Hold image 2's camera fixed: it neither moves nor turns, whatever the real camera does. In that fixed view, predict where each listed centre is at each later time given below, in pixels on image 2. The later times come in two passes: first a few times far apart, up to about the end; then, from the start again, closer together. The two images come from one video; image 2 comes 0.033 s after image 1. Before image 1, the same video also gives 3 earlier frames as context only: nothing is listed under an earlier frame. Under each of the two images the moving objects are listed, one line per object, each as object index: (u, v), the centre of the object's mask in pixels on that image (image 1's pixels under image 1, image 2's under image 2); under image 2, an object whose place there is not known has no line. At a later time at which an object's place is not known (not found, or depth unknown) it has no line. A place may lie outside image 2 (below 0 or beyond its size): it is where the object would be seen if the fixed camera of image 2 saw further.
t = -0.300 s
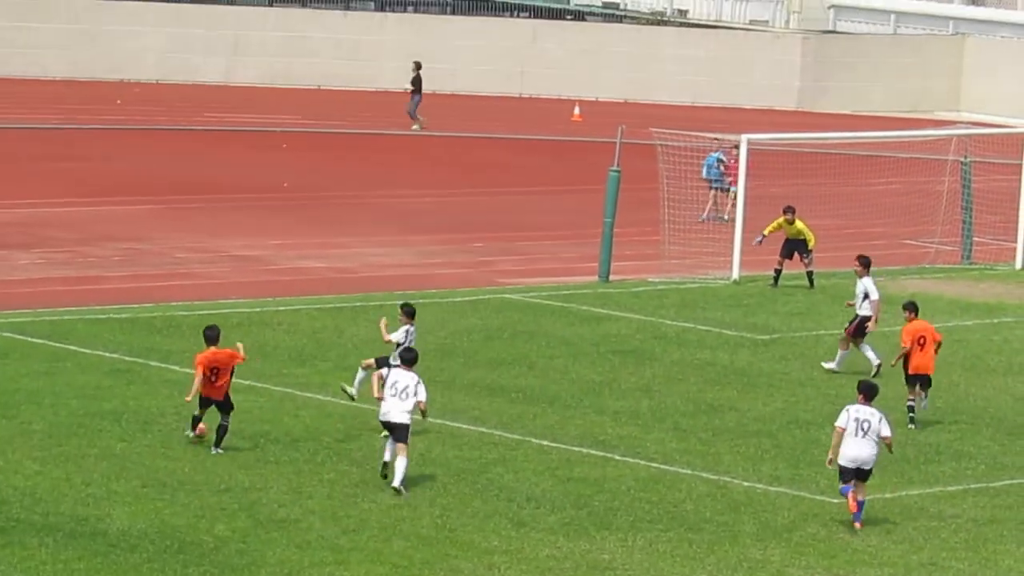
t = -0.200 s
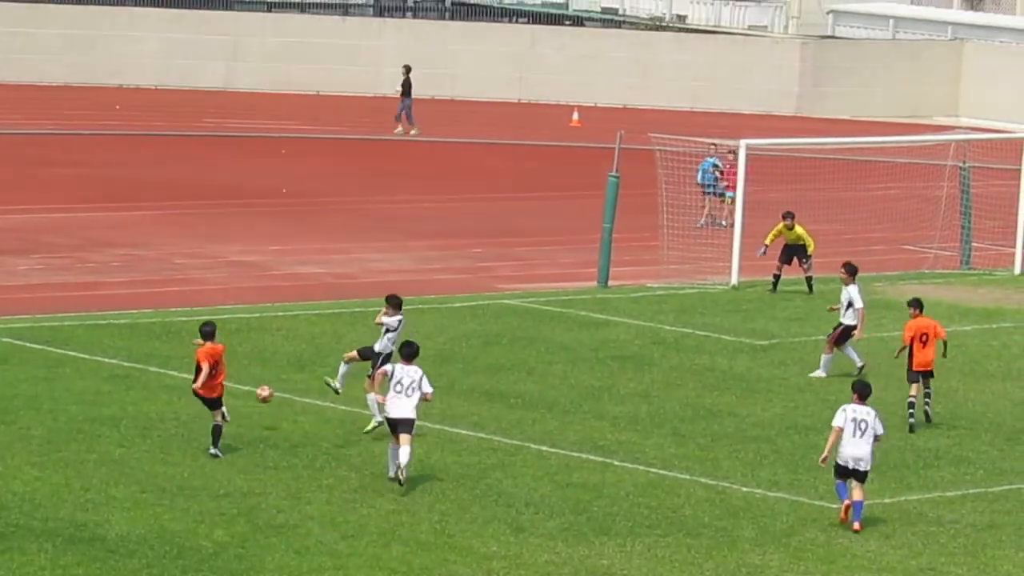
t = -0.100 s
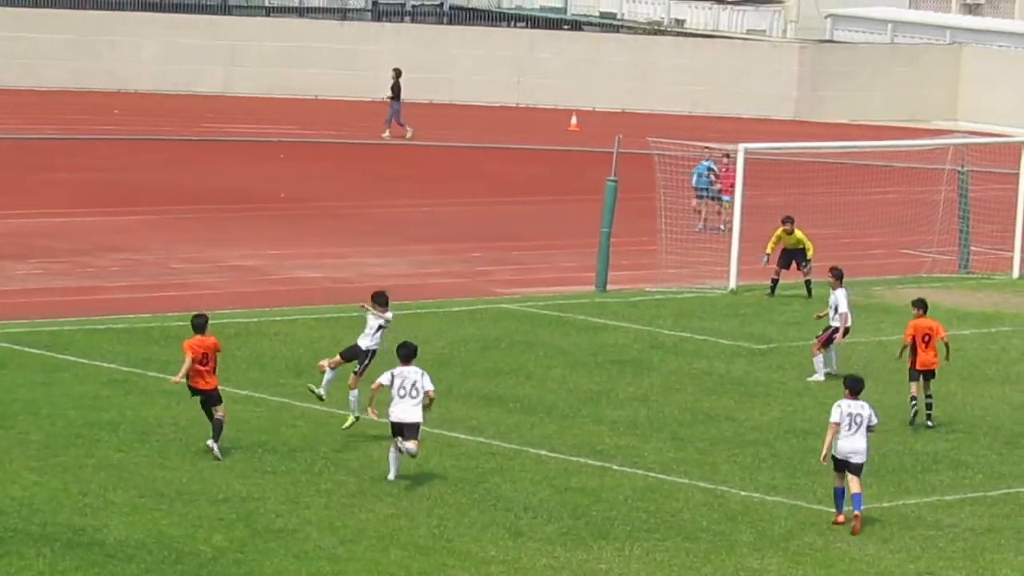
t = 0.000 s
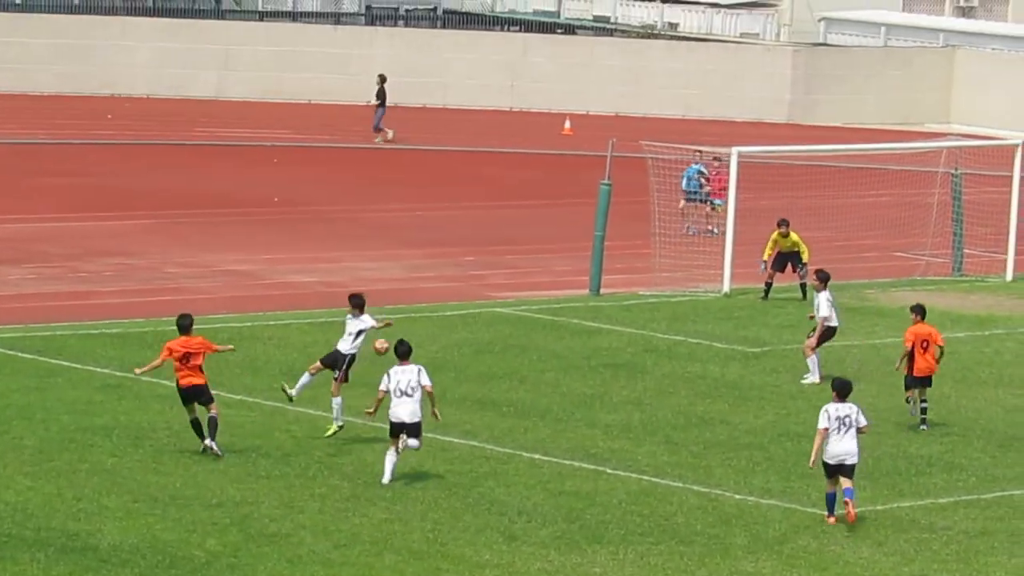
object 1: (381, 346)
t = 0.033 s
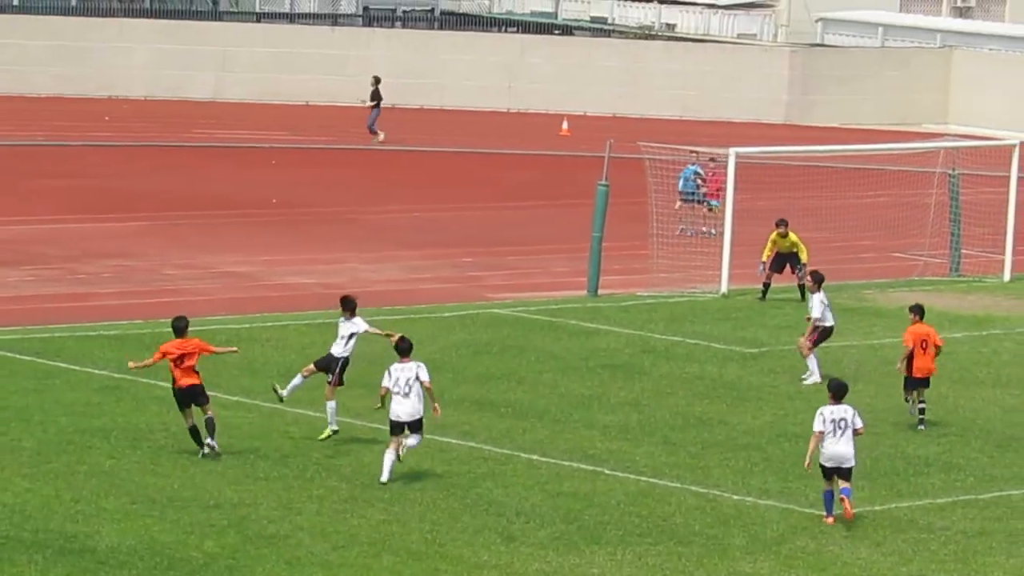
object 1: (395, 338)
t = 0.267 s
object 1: (527, 316)
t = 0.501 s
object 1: (648, 323)
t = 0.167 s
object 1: (474, 323)
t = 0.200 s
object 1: (492, 320)
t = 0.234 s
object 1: (510, 318)
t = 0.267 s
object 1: (527, 316)
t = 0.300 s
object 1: (545, 315)
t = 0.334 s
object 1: (563, 315)
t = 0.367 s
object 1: (580, 316)
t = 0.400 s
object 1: (597, 317)
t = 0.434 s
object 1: (614, 318)
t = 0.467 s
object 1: (631, 320)
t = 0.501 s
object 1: (648, 323)
